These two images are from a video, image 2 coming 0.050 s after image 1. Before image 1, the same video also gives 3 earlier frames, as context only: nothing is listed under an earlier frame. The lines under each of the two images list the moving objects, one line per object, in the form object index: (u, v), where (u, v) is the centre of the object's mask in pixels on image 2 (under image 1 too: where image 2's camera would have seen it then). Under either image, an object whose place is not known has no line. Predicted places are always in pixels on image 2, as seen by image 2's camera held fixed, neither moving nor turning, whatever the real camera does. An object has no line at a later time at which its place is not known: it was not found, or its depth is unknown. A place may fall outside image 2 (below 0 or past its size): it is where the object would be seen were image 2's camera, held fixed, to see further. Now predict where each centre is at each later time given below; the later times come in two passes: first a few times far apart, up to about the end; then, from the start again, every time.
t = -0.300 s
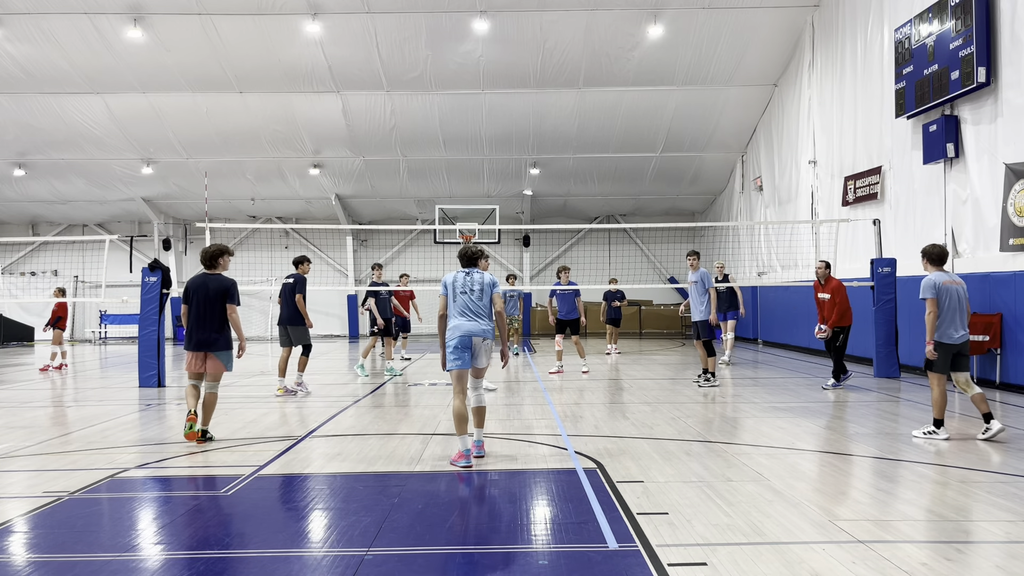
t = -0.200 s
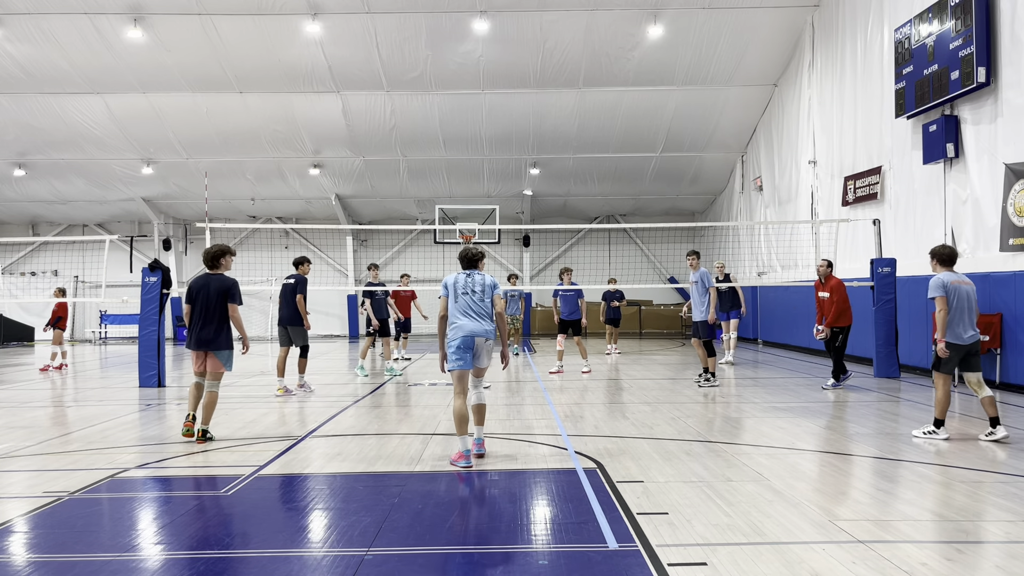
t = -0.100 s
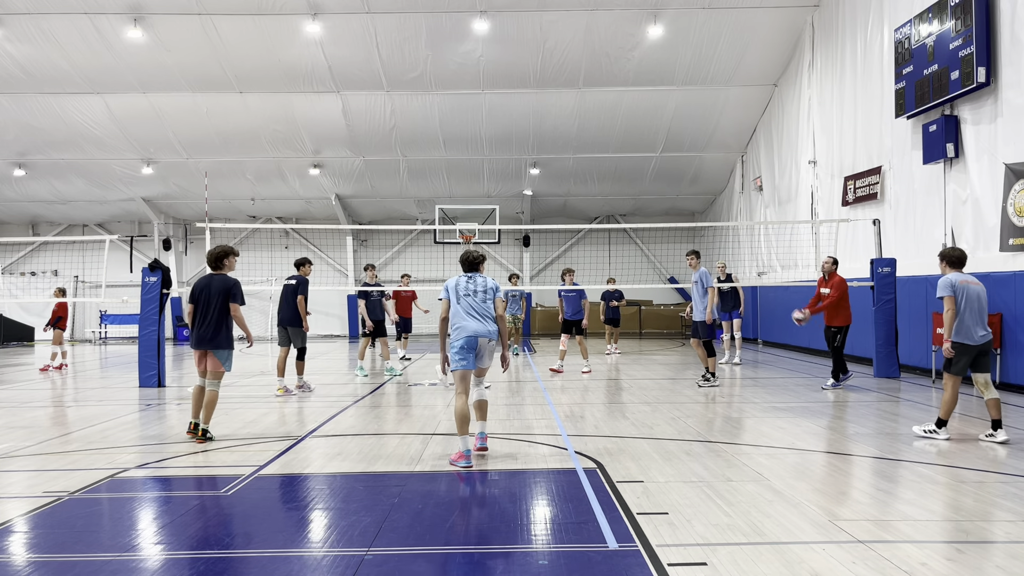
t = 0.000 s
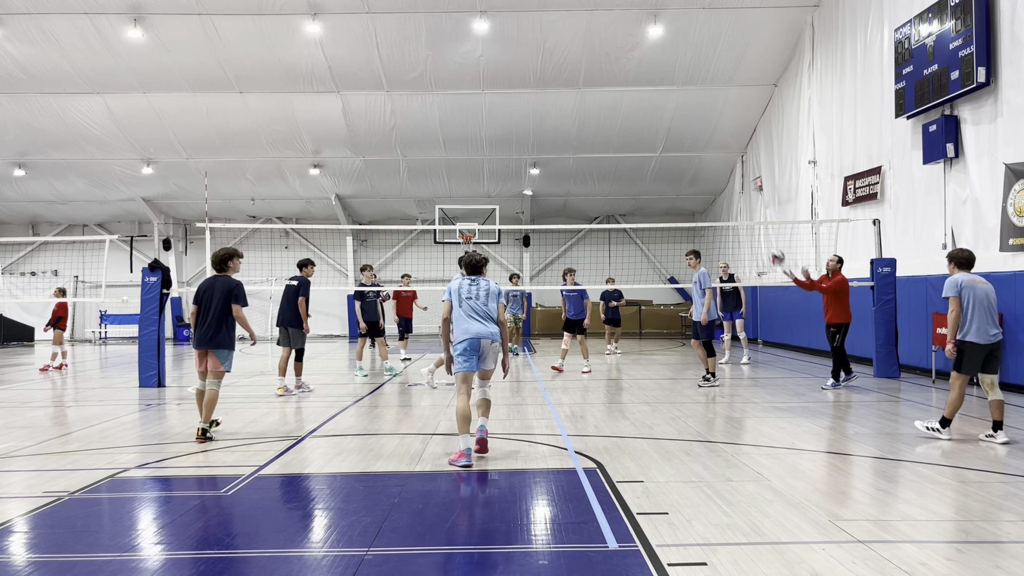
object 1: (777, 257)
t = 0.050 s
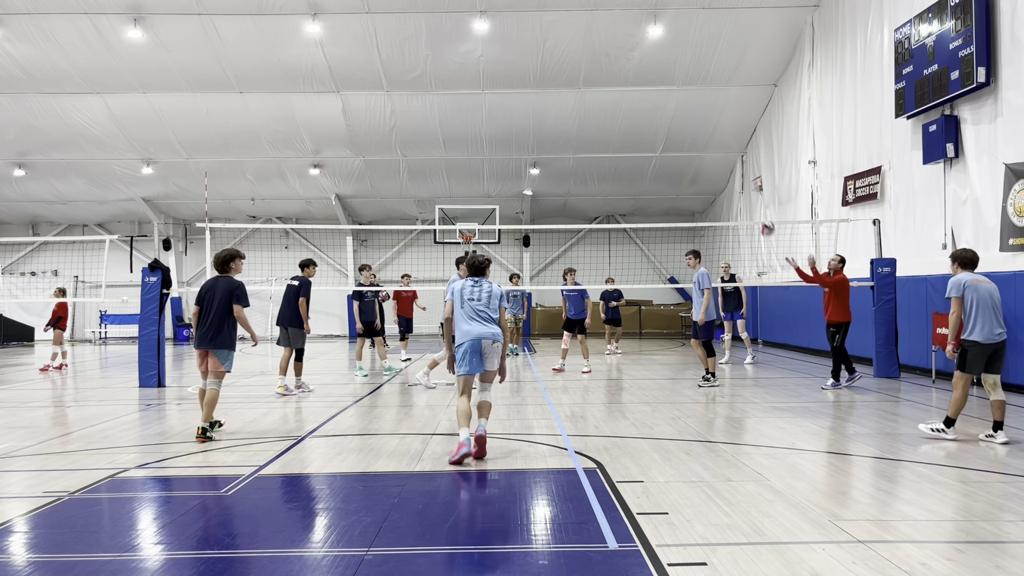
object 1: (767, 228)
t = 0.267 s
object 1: (726, 122)
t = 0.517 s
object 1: (680, 46)
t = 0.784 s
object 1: (633, 16)
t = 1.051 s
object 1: (587, 39)
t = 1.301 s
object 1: (544, 113)
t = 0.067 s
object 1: (764, 218)
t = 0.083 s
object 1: (760, 209)
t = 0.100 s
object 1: (757, 199)
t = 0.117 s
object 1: (754, 191)
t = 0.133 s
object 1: (750, 183)
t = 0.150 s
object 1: (747, 174)
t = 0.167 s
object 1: (744, 166)
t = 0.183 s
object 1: (741, 158)
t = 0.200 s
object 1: (738, 150)
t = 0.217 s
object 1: (735, 143)
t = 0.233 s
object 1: (732, 136)
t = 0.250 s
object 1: (729, 129)
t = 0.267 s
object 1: (726, 122)
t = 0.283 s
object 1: (723, 115)
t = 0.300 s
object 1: (719, 109)
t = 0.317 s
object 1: (716, 103)
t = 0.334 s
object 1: (713, 97)
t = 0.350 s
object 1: (710, 91)
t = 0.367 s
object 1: (707, 86)
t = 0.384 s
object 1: (704, 80)
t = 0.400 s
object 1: (701, 76)
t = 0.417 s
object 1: (698, 70)
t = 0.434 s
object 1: (695, 66)
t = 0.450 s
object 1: (692, 62)
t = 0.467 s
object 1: (689, 57)
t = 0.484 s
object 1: (686, 53)
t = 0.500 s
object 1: (683, 49)
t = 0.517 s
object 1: (680, 46)
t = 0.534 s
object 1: (677, 42)
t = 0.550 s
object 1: (674, 39)
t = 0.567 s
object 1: (672, 36)
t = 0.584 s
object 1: (669, 34)
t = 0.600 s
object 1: (666, 31)
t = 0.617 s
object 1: (663, 28)
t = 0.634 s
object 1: (660, 26)
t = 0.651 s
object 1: (657, 25)
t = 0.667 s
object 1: (654, 22)
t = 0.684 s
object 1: (651, 21)
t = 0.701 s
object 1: (648, 19)
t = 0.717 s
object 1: (645, 18)
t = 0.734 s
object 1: (642, 17)
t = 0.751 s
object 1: (639, 17)
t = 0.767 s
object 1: (636, 16)
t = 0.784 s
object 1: (633, 16)
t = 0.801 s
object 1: (630, 16)
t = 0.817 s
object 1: (628, 16)
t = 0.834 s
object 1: (625, 16)
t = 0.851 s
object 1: (622, 16)
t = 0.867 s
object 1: (619, 17)
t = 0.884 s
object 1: (616, 18)
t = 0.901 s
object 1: (613, 19)
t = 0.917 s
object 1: (610, 21)
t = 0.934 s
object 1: (607, 22)
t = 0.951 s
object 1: (604, 24)
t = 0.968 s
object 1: (601, 26)
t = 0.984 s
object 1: (599, 28)
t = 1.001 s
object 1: (596, 31)
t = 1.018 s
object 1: (593, 33)
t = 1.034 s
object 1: (590, 36)
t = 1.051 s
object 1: (587, 39)
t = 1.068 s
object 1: (584, 43)
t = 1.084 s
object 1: (581, 47)
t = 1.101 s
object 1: (578, 50)
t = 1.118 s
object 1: (576, 54)
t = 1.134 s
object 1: (573, 58)
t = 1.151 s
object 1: (570, 63)
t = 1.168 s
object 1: (567, 68)
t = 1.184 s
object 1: (564, 73)
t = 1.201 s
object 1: (561, 78)
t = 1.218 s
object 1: (558, 83)
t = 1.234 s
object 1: (556, 88)
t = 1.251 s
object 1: (553, 94)
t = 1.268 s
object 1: (550, 100)
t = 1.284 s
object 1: (547, 106)
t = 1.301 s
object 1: (544, 113)
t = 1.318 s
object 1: (542, 119)
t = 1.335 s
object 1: (539, 126)
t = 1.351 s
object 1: (536, 133)
